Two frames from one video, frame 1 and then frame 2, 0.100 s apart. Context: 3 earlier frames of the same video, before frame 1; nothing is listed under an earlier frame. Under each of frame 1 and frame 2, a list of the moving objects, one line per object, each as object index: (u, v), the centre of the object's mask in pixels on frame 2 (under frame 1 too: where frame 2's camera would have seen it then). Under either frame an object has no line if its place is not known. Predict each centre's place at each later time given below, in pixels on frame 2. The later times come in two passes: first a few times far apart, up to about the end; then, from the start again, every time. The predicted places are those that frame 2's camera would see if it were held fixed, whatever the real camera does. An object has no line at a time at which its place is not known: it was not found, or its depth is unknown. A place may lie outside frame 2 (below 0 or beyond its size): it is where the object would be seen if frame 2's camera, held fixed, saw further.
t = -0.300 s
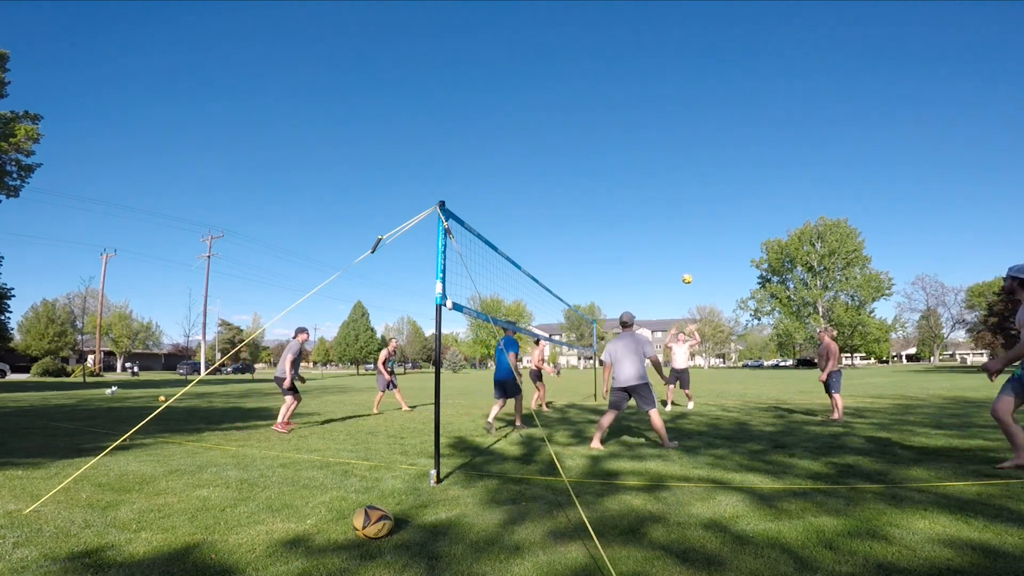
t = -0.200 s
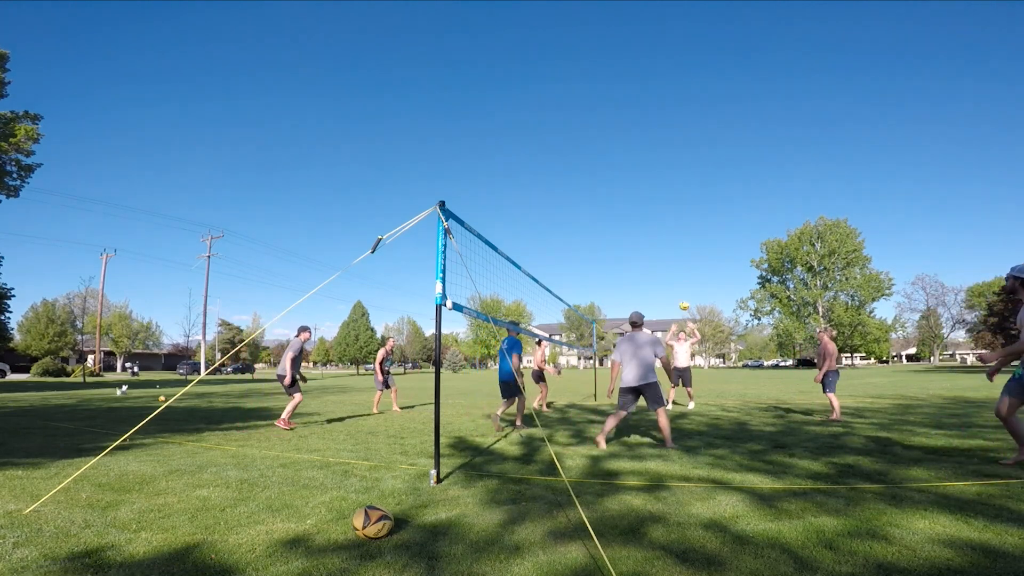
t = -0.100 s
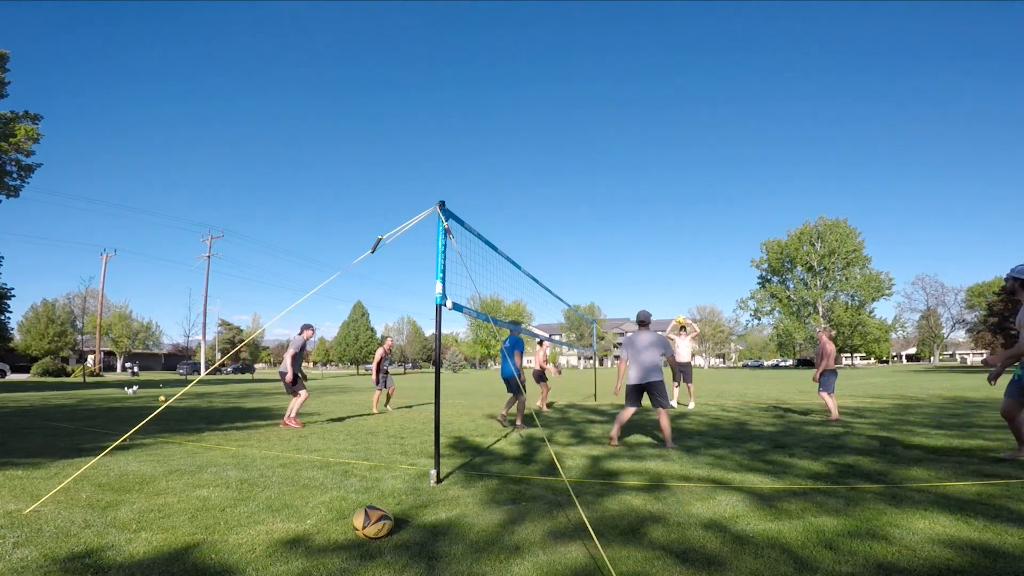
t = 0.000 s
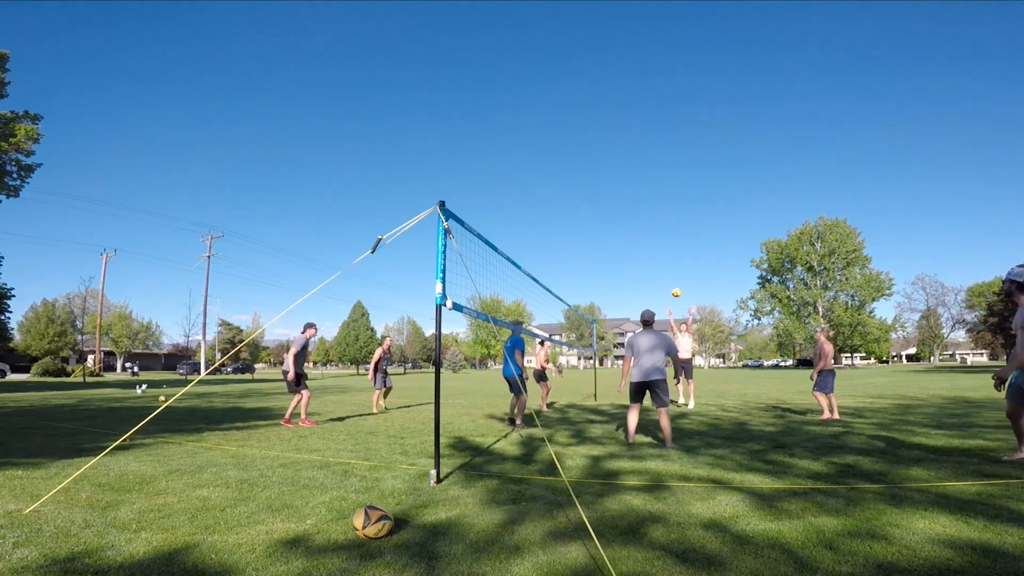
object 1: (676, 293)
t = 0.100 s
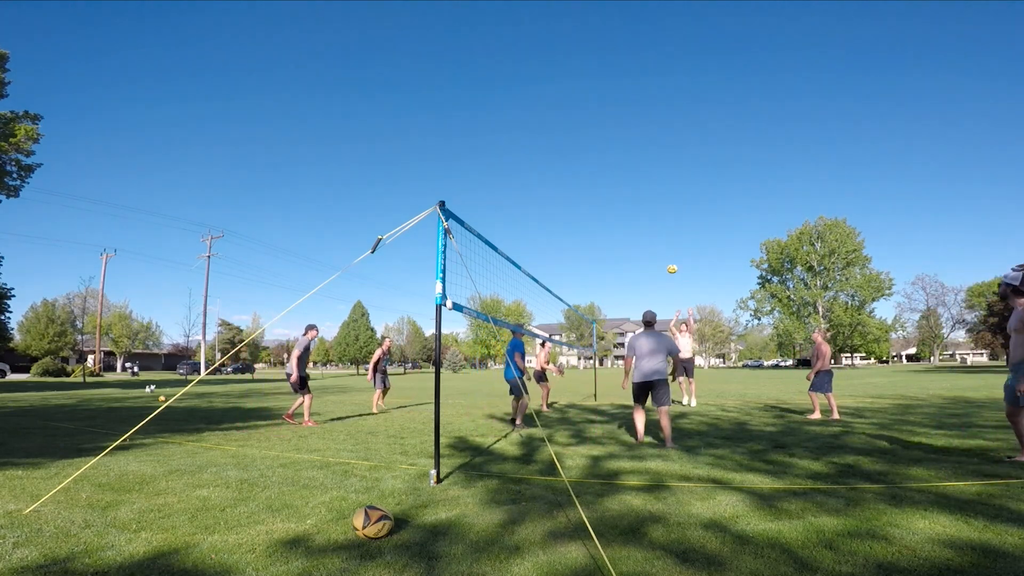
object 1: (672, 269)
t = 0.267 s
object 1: (665, 238)
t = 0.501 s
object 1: (657, 213)
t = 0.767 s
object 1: (650, 211)
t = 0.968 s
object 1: (647, 230)
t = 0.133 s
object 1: (670, 262)
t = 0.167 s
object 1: (669, 255)
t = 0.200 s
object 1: (668, 249)
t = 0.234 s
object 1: (666, 244)
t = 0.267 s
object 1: (665, 238)
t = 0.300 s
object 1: (664, 234)
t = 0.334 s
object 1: (663, 229)
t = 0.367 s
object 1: (662, 225)
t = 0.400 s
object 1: (660, 222)
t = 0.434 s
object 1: (659, 218)
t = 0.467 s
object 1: (658, 216)
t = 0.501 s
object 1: (657, 213)
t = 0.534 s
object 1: (656, 211)
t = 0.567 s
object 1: (655, 210)
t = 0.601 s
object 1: (654, 209)
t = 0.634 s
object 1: (653, 209)
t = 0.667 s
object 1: (652, 209)
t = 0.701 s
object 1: (651, 209)
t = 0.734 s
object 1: (651, 210)
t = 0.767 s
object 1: (650, 211)
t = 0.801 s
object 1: (650, 213)
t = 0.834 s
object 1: (649, 215)
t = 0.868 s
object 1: (648, 218)
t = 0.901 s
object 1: (647, 222)
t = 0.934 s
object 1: (647, 226)
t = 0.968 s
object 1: (647, 230)
